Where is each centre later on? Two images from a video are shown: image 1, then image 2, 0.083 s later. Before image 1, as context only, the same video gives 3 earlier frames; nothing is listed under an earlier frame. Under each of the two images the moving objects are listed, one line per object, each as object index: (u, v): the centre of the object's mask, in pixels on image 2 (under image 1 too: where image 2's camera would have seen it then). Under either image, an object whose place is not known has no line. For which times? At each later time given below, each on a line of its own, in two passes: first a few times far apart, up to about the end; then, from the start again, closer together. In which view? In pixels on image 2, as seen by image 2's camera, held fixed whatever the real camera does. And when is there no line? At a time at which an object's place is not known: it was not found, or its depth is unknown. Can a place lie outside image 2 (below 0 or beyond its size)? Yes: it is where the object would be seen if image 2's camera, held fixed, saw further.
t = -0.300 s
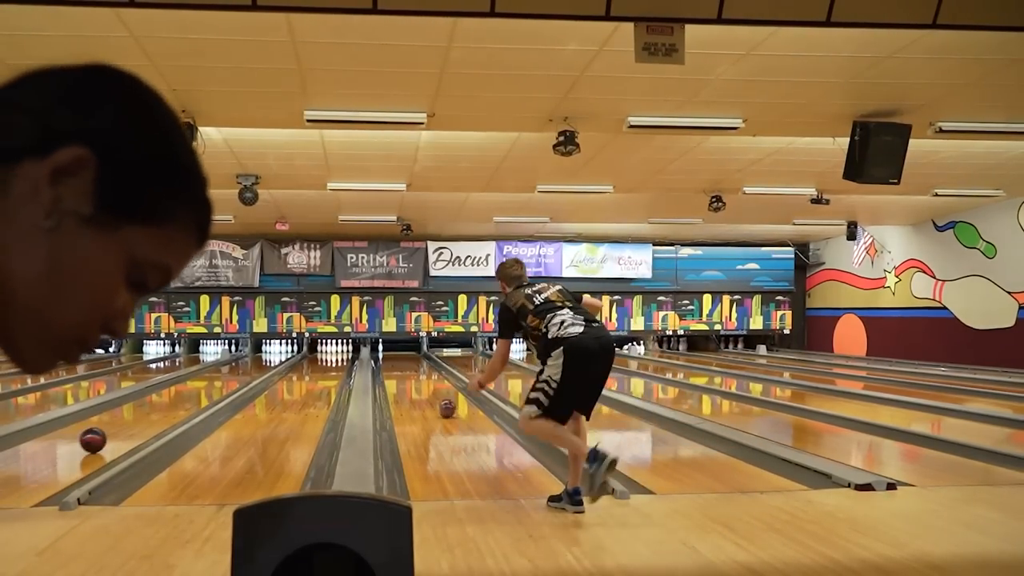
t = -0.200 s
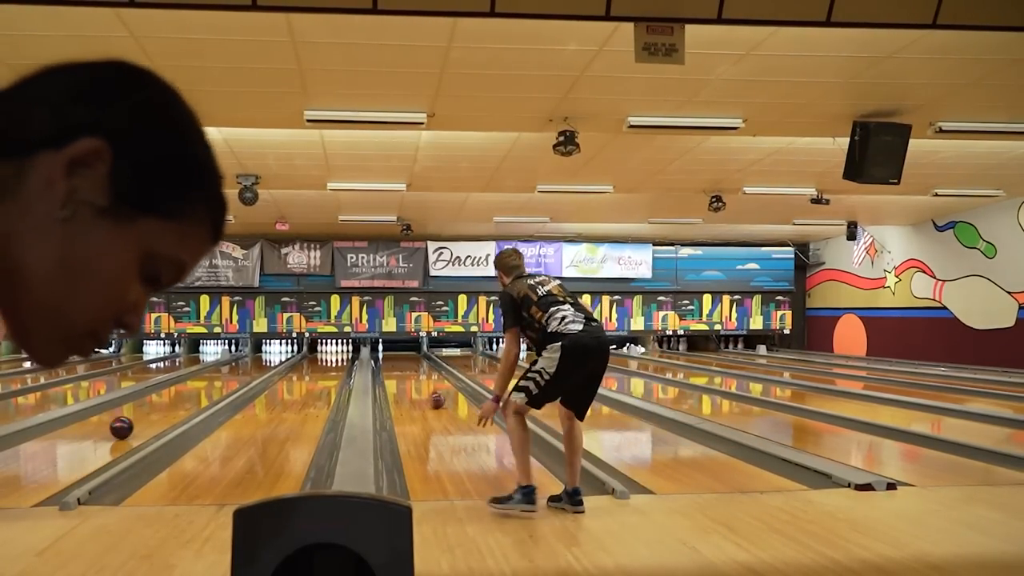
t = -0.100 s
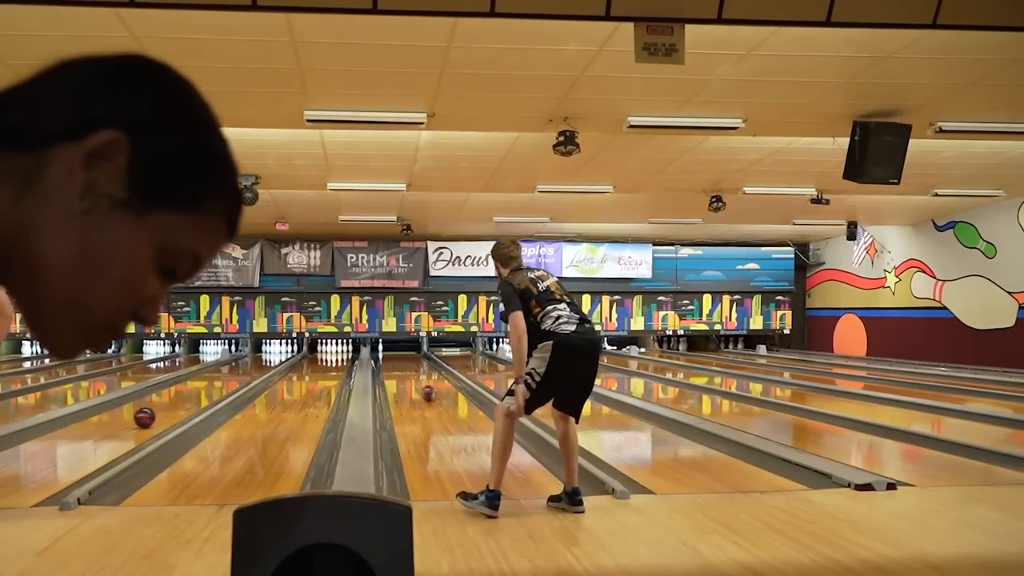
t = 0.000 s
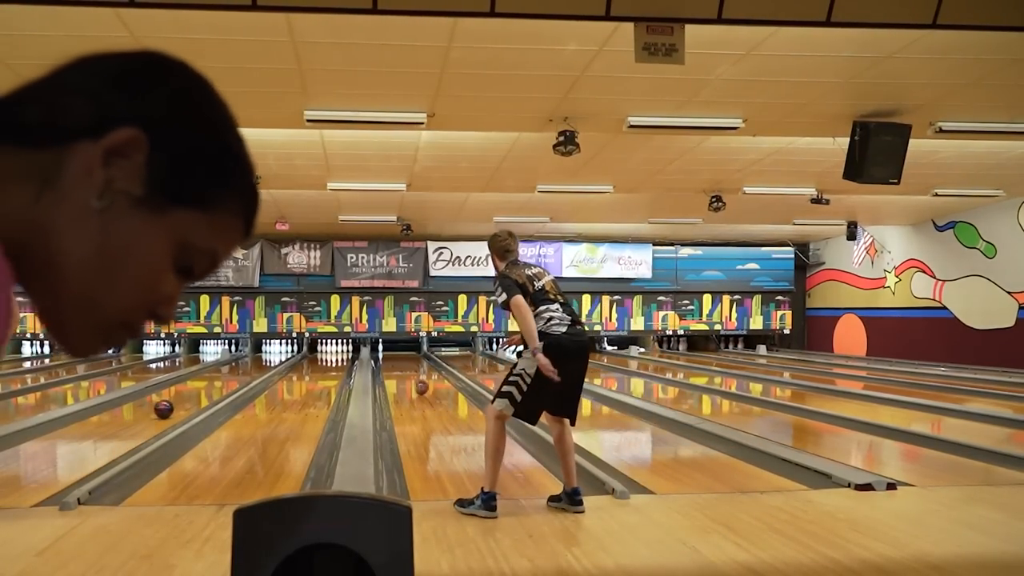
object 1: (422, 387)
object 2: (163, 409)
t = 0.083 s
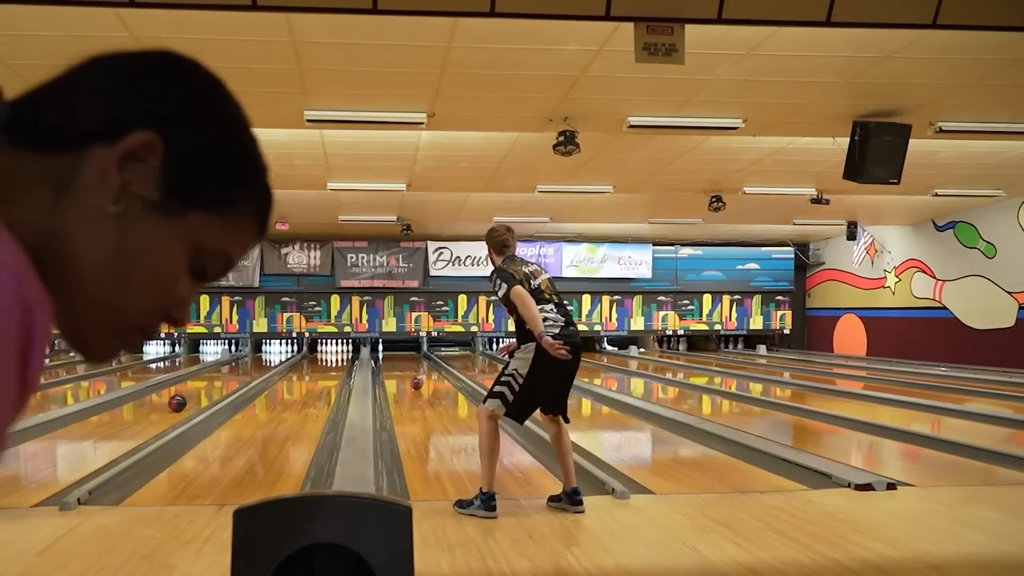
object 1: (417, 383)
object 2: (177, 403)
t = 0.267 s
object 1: (407, 376)
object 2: (202, 392)
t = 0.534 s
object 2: (228, 380)
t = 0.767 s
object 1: (390, 361)
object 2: (244, 372)
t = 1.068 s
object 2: (259, 366)
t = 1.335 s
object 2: (269, 359)
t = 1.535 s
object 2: (274, 356)
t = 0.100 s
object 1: (416, 382)
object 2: (179, 402)
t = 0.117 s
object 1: (415, 381)
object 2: (182, 401)
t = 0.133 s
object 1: (414, 380)
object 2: (184, 400)
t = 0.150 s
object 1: (413, 380)
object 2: (187, 398)
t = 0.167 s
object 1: (412, 379)
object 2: (189, 398)
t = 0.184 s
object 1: (411, 378)
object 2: (191, 397)
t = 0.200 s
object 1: (410, 378)
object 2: (193, 396)
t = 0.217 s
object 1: (409, 377)
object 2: (195, 395)
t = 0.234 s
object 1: (408, 376)
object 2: (198, 394)
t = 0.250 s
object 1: (408, 376)
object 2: (200, 393)
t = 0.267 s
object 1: (407, 376)
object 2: (202, 392)
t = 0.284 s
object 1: (406, 375)
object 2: (203, 391)
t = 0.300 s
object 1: (405, 374)
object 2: (205, 390)
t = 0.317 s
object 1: (404, 374)
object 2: (207, 389)
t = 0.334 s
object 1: (403, 373)
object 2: (209, 389)
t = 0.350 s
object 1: (403, 372)
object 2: (211, 388)
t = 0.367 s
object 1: (402, 372)
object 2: (212, 387)
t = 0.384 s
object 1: (402, 371)
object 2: (214, 386)
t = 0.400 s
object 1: (401, 370)
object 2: (216, 385)
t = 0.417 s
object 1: (401, 370)
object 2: (217, 385)
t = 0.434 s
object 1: (400, 370)
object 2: (219, 384)
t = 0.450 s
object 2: (221, 383)
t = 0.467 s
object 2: (222, 383)
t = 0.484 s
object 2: (223, 382)
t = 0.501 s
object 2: (225, 381)
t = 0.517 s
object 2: (226, 380)
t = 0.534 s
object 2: (228, 380)
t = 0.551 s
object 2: (229, 379)
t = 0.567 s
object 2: (230, 379)
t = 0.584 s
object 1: (395, 365)
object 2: (232, 378)
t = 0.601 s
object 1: (395, 364)
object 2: (233, 378)
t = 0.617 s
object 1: (394, 364)
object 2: (234, 377)
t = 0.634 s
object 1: (394, 364)
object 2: (235, 377)
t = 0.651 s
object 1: (393, 363)
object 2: (237, 376)
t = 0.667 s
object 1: (393, 363)
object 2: (238, 375)
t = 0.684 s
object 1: (392, 362)
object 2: (239, 375)
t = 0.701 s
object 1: (391, 362)
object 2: (240, 374)
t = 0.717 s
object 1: (391, 362)
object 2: (241, 374)
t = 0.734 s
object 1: (391, 362)
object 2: (242, 374)
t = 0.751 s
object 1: (390, 361)
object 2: (243, 373)
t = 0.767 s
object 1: (390, 361)
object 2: (244, 372)
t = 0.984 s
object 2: (255, 367)
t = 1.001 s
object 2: (256, 366)
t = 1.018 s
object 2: (257, 366)
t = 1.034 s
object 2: (258, 366)
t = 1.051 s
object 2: (258, 366)
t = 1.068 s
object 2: (259, 366)
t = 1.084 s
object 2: (260, 365)
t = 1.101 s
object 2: (260, 364)
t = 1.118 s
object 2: (260, 365)
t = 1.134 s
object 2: (261, 364)
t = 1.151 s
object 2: (262, 364)
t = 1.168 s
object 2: (263, 363)
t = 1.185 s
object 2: (264, 362)
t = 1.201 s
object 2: (265, 362)
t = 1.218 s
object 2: (266, 361)
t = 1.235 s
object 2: (266, 361)
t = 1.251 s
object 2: (266, 361)
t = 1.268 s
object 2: (267, 360)
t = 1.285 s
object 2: (268, 360)
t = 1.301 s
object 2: (268, 360)
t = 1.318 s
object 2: (269, 360)
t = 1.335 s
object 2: (269, 359)
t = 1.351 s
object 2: (269, 359)
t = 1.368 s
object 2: (270, 359)
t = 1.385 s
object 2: (271, 358)
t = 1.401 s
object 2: (271, 358)
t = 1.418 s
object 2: (272, 358)
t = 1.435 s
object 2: (272, 358)
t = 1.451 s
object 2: (272, 358)
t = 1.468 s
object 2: (273, 357)
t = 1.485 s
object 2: (273, 357)
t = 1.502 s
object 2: (273, 357)
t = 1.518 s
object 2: (274, 357)
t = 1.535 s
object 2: (274, 356)
